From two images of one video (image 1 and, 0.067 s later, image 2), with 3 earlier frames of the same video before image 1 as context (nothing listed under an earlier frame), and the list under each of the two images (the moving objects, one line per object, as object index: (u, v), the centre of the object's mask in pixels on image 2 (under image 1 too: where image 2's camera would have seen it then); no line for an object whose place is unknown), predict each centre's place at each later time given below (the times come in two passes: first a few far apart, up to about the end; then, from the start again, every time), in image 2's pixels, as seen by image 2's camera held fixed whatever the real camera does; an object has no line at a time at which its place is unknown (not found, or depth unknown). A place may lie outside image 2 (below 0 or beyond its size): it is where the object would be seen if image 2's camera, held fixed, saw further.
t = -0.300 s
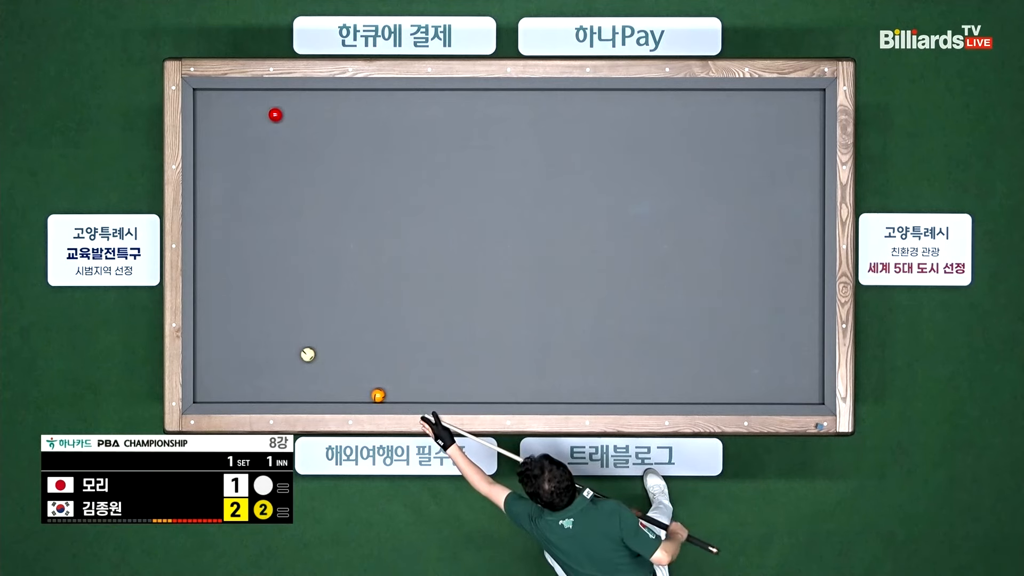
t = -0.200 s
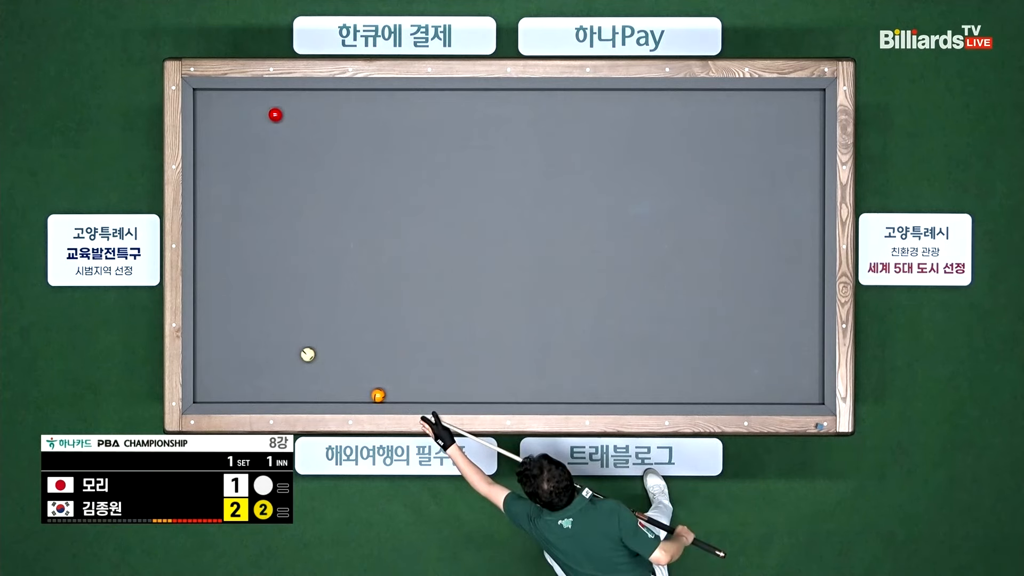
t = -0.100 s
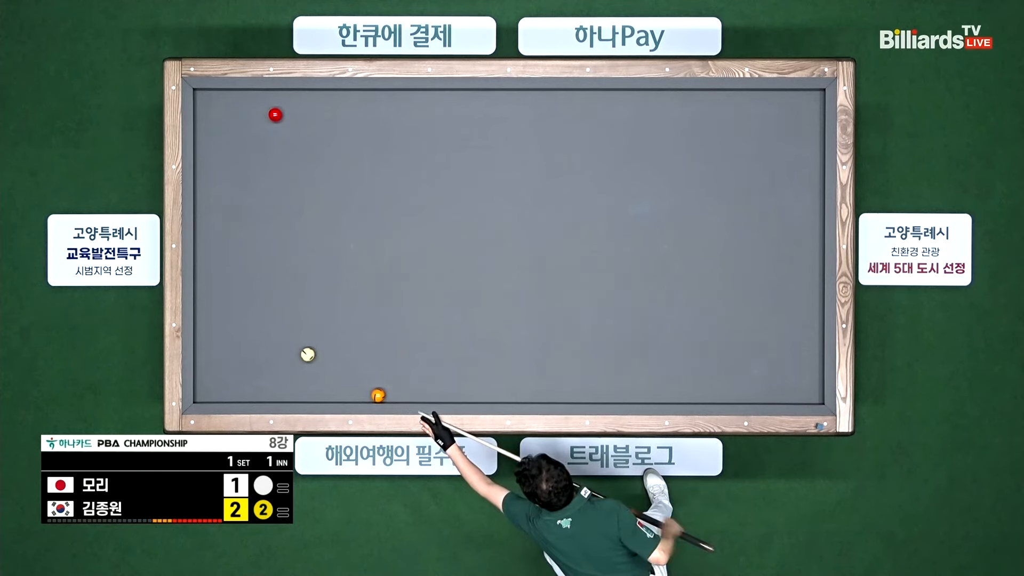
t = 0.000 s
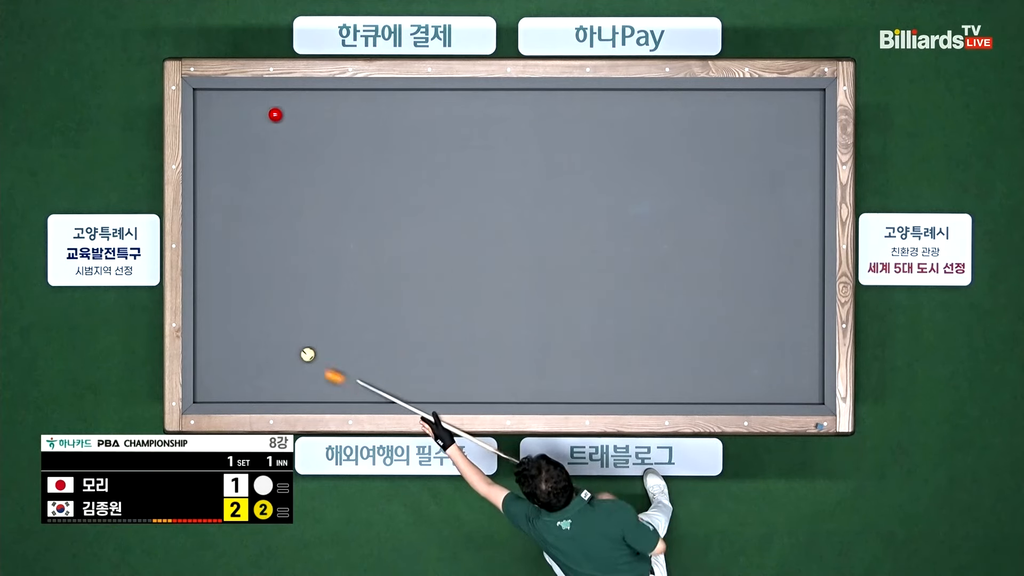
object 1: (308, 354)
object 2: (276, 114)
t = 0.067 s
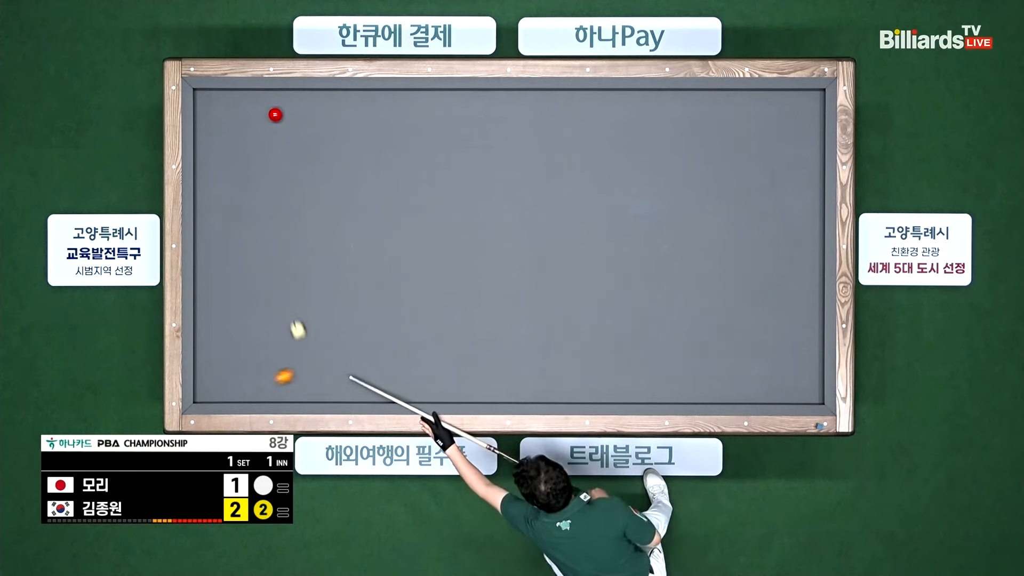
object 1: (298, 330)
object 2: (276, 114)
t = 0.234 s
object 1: (260, 237)
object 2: (276, 114)
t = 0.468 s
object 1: (214, 123)
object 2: (276, 114)
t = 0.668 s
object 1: (211, 136)
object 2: (276, 114)
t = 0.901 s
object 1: (231, 195)
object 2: (276, 114)
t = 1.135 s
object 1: (247, 243)
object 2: (276, 114)
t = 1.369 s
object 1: (262, 292)
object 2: (276, 114)
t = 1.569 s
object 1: (275, 332)
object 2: (275, 114)
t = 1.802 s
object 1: (290, 379)
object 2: (275, 114)
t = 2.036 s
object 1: (311, 376)
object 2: (275, 114)
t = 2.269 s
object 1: (334, 351)
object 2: (275, 114)
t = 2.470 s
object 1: (354, 330)
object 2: (275, 114)
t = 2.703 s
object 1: (376, 305)
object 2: (275, 114)
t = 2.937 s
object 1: (398, 281)
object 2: (276, 114)
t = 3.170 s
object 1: (419, 258)
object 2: (276, 114)
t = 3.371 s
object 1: (438, 238)
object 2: (276, 114)
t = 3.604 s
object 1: (458, 215)
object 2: (276, 114)
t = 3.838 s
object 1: (478, 193)
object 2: (276, 114)
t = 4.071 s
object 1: (499, 171)
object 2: (276, 114)
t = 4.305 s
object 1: (518, 150)
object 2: (276, 114)
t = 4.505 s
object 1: (535, 132)
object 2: (276, 114)
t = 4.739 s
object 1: (554, 111)
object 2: (276, 114)
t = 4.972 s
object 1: (571, 98)
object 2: (276, 114)
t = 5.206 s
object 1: (584, 109)
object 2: (275, 114)
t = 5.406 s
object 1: (594, 117)
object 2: (275, 114)
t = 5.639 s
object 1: (607, 126)
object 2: (275, 114)
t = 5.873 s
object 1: (618, 135)
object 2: (276, 114)
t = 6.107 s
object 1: (629, 144)
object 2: (276, 114)
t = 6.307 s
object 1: (639, 151)
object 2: (275, 114)
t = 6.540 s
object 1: (649, 159)
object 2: (276, 114)
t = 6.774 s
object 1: (660, 167)
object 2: (275, 114)
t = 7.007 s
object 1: (669, 174)
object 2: (277, 113)
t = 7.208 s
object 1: (677, 181)
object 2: (279, 111)
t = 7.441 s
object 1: (686, 188)
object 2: (282, 109)
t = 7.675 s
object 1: (694, 194)
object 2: (283, 108)
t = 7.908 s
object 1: (703, 200)
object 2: (285, 107)
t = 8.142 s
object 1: (711, 206)
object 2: (285, 107)
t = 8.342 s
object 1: (717, 211)
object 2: (286, 106)
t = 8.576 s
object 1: (724, 216)
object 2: (286, 106)
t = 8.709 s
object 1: (728, 219)
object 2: (286, 106)
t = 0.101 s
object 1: (290, 311)
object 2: (276, 114)
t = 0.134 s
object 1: (282, 292)
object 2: (276, 114)
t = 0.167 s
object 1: (275, 274)
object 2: (276, 114)
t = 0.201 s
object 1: (267, 255)
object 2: (276, 114)
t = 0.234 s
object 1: (260, 237)
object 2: (276, 114)
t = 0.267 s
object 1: (253, 221)
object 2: (276, 114)
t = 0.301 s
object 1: (246, 203)
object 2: (276, 114)
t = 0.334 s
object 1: (240, 186)
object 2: (276, 114)
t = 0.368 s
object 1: (233, 170)
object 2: (276, 114)
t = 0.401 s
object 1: (227, 154)
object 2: (276, 114)
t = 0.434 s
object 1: (220, 138)
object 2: (276, 114)
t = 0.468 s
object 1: (214, 123)
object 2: (276, 114)
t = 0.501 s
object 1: (208, 108)
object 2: (276, 114)
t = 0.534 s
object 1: (202, 95)
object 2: (276, 114)
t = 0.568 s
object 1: (200, 105)
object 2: (276, 114)
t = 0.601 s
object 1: (204, 116)
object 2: (276, 114)
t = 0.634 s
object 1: (208, 126)
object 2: (276, 114)
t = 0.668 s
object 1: (211, 136)
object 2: (276, 114)
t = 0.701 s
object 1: (215, 146)
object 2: (276, 114)
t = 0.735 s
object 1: (218, 155)
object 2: (276, 114)
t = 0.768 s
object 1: (221, 164)
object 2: (276, 114)
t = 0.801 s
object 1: (224, 172)
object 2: (276, 114)
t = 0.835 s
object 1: (226, 180)
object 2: (276, 114)
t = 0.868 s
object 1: (229, 188)
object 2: (276, 114)
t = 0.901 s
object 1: (231, 195)
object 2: (276, 114)
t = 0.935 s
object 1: (234, 202)
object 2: (276, 114)
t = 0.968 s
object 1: (236, 209)
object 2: (276, 114)
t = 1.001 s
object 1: (238, 216)
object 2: (276, 114)
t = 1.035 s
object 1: (240, 223)
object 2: (276, 114)
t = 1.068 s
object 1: (242, 230)
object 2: (276, 114)
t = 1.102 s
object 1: (245, 237)
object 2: (276, 114)
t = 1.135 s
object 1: (247, 243)
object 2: (276, 114)
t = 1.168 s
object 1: (249, 250)
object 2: (276, 114)
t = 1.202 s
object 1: (251, 257)
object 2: (276, 114)
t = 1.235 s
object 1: (254, 264)
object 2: (276, 114)
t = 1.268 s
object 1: (256, 271)
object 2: (276, 114)
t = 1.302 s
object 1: (258, 278)
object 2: (276, 114)
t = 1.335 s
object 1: (260, 285)
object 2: (276, 114)
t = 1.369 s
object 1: (262, 292)
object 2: (276, 114)
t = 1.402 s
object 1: (265, 298)
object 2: (276, 114)
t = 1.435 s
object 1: (267, 305)
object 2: (276, 114)
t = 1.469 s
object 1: (269, 312)
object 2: (276, 114)
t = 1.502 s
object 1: (271, 319)
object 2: (276, 114)
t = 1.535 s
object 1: (273, 325)
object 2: (276, 114)
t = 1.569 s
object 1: (275, 332)
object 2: (275, 114)
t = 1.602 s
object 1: (278, 339)
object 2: (275, 114)
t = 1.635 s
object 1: (280, 345)
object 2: (275, 114)
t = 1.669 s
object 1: (282, 352)
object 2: (276, 114)
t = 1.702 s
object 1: (284, 359)
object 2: (275, 114)
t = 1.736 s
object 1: (286, 366)
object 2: (275, 114)
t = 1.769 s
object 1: (289, 372)
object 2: (275, 114)
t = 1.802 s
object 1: (290, 379)
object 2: (275, 114)
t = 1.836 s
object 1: (293, 386)
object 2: (275, 114)
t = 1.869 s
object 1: (295, 392)
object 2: (275, 114)
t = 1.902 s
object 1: (298, 396)
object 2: (275, 114)
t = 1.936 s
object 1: (301, 391)
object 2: (275, 114)
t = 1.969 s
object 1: (304, 385)
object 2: (275, 114)
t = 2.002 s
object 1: (308, 381)
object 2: (275, 114)
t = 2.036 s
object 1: (311, 376)
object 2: (275, 114)
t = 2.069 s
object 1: (315, 372)
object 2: (275, 114)
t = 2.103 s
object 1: (318, 369)
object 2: (275, 114)
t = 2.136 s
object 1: (321, 365)
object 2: (275, 114)
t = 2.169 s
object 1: (324, 362)
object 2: (275, 114)
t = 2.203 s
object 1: (328, 358)
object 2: (275, 114)
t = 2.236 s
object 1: (331, 354)
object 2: (275, 114)
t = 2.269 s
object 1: (334, 351)
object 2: (275, 114)
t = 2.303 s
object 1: (338, 347)
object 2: (275, 114)
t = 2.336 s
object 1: (341, 344)
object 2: (275, 114)
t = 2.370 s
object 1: (344, 340)
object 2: (275, 114)
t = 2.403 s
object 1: (347, 337)
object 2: (275, 114)
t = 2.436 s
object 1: (351, 333)
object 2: (275, 114)
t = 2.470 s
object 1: (354, 330)
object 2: (275, 114)
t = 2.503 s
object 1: (357, 326)
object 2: (275, 114)
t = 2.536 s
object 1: (360, 322)
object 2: (275, 114)
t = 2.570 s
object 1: (363, 319)
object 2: (275, 114)
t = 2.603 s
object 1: (366, 316)
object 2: (275, 114)
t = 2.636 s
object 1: (370, 312)
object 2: (275, 114)
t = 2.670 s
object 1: (373, 309)
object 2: (275, 114)
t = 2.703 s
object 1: (376, 305)
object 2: (275, 114)
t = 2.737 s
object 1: (379, 301)
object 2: (276, 114)
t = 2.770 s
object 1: (382, 298)
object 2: (276, 114)
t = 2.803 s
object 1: (385, 295)
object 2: (275, 114)
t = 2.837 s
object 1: (388, 291)
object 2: (276, 114)
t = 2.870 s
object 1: (392, 288)
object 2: (276, 114)
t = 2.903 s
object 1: (395, 284)
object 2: (276, 114)
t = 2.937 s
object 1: (398, 281)
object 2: (276, 114)
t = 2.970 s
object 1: (401, 278)
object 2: (276, 114)
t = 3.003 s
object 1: (404, 275)
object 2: (275, 114)
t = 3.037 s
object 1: (407, 271)
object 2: (275, 114)
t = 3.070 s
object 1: (410, 268)
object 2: (275, 114)
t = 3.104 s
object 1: (413, 264)
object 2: (276, 114)
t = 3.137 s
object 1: (416, 261)
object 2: (276, 114)
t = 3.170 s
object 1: (419, 258)
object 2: (276, 114)
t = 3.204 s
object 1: (422, 254)
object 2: (276, 114)
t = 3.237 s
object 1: (425, 251)
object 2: (275, 114)
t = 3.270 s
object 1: (428, 248)
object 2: (276, 114)
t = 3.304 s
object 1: (431, 244)
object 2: (276, 114)
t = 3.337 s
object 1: (434, 241)
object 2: (276, 114)
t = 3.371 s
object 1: (438, 238)
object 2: (276, 114)
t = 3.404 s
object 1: (440, 235)
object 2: (276, 114)
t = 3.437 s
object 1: (443, 231)
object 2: (276, 114)
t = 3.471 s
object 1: (446, 228)
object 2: (275, 114)
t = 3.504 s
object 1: (449, 225)
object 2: (276, 114)
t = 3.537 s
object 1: (452, 222)
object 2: (275, 114)
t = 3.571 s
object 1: (455, 218)
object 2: (275, 114)
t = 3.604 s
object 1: (458, 215)
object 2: (276, 114)
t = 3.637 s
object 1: (461, 212)
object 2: (276, 114)
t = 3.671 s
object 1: (464, 209)
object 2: (276, 114)
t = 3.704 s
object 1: (467, 206)
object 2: (276, 114)
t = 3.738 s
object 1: (470, 202)
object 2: (275, 114)
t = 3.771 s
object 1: (473, 199)
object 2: (276, 114)
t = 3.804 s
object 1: (476, 196)
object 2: (276, 114)
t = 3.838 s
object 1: (478, 193)
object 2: (276, 114)
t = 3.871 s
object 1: (481, 190)
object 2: (276, 114)
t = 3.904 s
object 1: (484, 187)
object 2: (276, 114)
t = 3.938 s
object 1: (487, 184)
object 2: (276, 114)
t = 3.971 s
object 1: (490, 181)
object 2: (276, 114)
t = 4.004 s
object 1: (493, 177)
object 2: (276, 114)
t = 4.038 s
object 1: (496, 174)
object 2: (276, 114)
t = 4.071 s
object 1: (499, 171)
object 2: (276, 114)
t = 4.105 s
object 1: (501, 168)
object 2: (276, 114)
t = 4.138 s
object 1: (504, 165)
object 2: (276, 114)
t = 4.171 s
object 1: (507, 162)
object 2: (276, 114)
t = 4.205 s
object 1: (510, 159)
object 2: (276, 114)
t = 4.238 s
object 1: (513, 156)
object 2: (276, 114)
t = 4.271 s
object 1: (515, 153)
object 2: (276, 114)
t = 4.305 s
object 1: (518, 150)
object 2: (276, 114)
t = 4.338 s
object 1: (521, 147)
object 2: (276, 114)
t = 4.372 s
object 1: (524, 144)
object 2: (276, 114)
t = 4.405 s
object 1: (527, 141)
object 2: (276, 114)
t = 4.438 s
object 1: (529, 138)
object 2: (276, 114)
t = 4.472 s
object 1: (532, 135)
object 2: (276, 114)
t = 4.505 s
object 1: (535, 132)
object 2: (276, 114)
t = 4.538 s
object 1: (537, 129)
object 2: (276, 114)
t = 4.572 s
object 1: (540, 126)
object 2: (276, 114)
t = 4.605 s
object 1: (543, 123)
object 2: (276, 114)
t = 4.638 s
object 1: (546, 120)
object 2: (276, 114)
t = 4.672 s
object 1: (548, 117)
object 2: (276, 114)
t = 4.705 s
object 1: (551, 114)
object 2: (276, 114)
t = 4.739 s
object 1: (554, 111)
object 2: (276, 114)
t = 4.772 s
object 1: (556, 108)
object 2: (276, 114)
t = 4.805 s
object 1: (559, 105)
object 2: (276, 114)
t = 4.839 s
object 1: (562, 102)
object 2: (276, 114)
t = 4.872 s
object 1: (564, 100)
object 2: (276, 114)
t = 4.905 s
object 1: (567, 97)
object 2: (276, 114)
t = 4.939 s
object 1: (569, 96)
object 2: (276, 114)
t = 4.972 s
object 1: (571, 98)
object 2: (276, 114)
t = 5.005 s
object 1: (573, 100)
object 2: (276, 114)
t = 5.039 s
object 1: (575, 102)
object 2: (276, 114)
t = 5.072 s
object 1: (577, 103)
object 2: (276, 114)
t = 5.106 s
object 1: (579, 104)
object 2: (276, 114)
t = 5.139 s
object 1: (580, 106)
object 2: (275, 114)
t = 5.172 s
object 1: (582, 107)
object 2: (276, 114)
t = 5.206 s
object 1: (584, 109)
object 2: (275, 114)
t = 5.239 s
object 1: (586, 110)
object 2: (275, 114)
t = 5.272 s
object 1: (588, 111)
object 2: (275, 114)
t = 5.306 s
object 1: (590, 113)
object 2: (276, 114)
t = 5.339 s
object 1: (591, 114)
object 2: (275, 114)
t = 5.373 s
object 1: (593, 116)
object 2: (275, 114)
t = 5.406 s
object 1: (594, 117)
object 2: (275, 114)
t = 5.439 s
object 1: (596, 118)
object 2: (276, 114)
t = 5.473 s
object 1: (598, 120)
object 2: (276, 114)
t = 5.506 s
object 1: (600, 121)
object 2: (275, 114)
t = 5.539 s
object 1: (602, 122)
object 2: (275, 114)
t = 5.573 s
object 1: (603, 124)
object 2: (275, 114)
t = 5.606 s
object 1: (605, 125)
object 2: (276, 114)
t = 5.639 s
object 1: (607, 126)
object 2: (275, 114)
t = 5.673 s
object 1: (608, 127)
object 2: (275, 114)
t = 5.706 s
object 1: (610, 129)
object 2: (275, 114)
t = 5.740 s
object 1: (612, 130)
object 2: (275, 114)
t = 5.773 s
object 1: (613, 131)
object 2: (275, 114)
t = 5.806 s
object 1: (615, 133)
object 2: (276, 114)
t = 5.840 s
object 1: (617, 134)
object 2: (276, 114)
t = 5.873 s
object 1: (618, 135)
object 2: (276, 114)
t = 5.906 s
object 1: (620, 136)
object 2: (276, 114)
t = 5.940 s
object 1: (622, 138)
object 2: (275, 114)
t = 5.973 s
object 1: (623, 139)
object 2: (276, 114)
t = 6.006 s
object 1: (625, 140)
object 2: (275, 114)
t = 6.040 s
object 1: (626, 141)
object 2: (275, 114)
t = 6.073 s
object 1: (628, 143)
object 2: (276, 114)
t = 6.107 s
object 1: (629, 144)
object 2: (276, 114)
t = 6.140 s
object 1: (631, 145)
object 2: (276, 114)
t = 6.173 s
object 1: (633, 146)
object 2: (276, 114)
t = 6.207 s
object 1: (634, 147)
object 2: (276, 114)
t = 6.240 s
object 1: (636, 149)
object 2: (275, 114)
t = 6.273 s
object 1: (637, 150)
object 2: (276, 114)
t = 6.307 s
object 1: (639, 151)
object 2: (275, 114)
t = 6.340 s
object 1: (640, 152)
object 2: (275, 114)
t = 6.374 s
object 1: (642, 153)
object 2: (276, 114)
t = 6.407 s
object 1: (643, 154)
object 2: (275, 114)
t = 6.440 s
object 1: (645, 156)
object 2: (276, 114)
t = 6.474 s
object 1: (646, 157)
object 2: (276, 114)
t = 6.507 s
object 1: (648, 158)
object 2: (276, 114)
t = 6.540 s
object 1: (649, 159)
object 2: (276, 114)
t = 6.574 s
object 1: (651, 160)
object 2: (275, 114)
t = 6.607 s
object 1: (652, 161)
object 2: (275, 114)
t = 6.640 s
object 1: (654, 163)
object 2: (275, 114)
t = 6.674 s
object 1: (655, 164)
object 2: (275, 114)
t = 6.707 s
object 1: (657, 165)
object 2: (275, 114)
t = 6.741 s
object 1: (658, 166)
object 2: (275, 114)
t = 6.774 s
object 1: (660, 167)
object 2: (275, 114)
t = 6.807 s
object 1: (661, 168)
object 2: (275, 114)
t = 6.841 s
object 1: (662, 169)
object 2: (275, 114)
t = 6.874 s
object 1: (663, 170)
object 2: (275, 114)
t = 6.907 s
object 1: (665, 171)
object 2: (276, 114)
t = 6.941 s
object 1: (666, 172)
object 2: (276, 114)
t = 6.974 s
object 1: (668, 173)
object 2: (276, 113)
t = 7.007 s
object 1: (669, 174)
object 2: (277, 113)
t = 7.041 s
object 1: (670, 176)
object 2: (277, 113)
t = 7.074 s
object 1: (672, 177)
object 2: (277, 112)
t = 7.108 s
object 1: (673, 178)
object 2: (278, 112)
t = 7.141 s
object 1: (674, 179)
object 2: (278, 112)
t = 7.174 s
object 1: (676, 180)
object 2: (279, 112)
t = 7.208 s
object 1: (677, 181)
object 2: (279, 111)
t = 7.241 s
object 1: (678, 182)
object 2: (279, 111)
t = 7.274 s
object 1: (680, 183)
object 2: (280, 110)
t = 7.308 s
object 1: (681, 184)
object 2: (280, 110)
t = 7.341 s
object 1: (682, 185)
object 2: (281, 110)
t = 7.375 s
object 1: (684, 186)
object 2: (281, 110)
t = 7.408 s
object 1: (685, 187)
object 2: (281, 110)
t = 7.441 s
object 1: (686, 188)
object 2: (282, 109)
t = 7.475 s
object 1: (687, 189)
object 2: (282, 109)
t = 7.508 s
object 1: (688, 189)
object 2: (282, 109)
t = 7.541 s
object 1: (690, 190)
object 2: (283, 109)
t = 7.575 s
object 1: (691, 191)
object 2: (283, 108)
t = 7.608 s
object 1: (692, 192)
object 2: (283, 108)
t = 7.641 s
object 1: (693, 193)
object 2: (283, 108)
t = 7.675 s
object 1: (694, 194)
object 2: (283, 108)
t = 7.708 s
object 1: (696, 195)
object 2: (284, 108)
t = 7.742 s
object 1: (697, 196)
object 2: (284, 108)
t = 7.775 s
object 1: (698, 197)
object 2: (284, 108)
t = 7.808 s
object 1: (699, 197)
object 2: (284, 108)
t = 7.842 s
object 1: (700, 198)
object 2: (284, 107)
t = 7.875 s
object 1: (701, 199)
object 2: (284, 107)
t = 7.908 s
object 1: (703, 200)
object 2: (285, 107)
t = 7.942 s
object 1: (704, 201)
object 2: (285, 107)
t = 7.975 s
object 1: (705, 202)
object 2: (285, 107)
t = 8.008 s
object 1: (706, 203)
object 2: (285, 107)
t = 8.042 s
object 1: (707, 203)
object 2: (285, 107)
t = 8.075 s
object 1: (708, 204)
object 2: (285, 107)
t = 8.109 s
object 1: (709, 205)
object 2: (285, 107)
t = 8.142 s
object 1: (711, 206)
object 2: (285, 107)
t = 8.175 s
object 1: (712, 207)
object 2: (286, 107)
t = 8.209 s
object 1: (713, 208)
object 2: (286, 106)
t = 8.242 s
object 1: (714, 209)
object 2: (286, 106)
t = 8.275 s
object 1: (715, 209)
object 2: (286, 106)
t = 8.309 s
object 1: (716, 210)
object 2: (286, 106)
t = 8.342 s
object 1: (717, 211)
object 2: (286, 106)
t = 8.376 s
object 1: (718, 212)
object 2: (286, 106)
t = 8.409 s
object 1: (719, 212)
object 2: (286, 106)
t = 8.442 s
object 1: (720, 213)
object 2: (286, 106)
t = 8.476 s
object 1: (721, 214)
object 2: (286, 106)
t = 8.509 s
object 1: (722, 215)
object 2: (286, 106)
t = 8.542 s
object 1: (723, 216)
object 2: (286, 106)
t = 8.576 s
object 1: (724, 216)
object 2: (286, 106)
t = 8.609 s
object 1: (725, 217)
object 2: (286, 106)
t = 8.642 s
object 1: (726, 218)
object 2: (286, 106)
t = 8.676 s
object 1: (727, 218)
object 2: (286, 106)
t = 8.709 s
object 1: (728, 219)
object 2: (286, 106)
